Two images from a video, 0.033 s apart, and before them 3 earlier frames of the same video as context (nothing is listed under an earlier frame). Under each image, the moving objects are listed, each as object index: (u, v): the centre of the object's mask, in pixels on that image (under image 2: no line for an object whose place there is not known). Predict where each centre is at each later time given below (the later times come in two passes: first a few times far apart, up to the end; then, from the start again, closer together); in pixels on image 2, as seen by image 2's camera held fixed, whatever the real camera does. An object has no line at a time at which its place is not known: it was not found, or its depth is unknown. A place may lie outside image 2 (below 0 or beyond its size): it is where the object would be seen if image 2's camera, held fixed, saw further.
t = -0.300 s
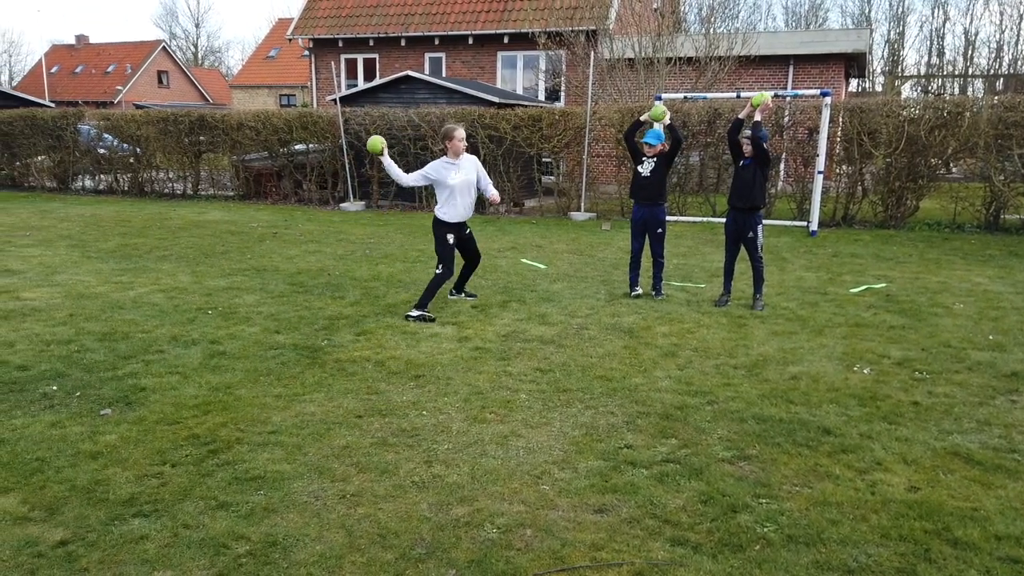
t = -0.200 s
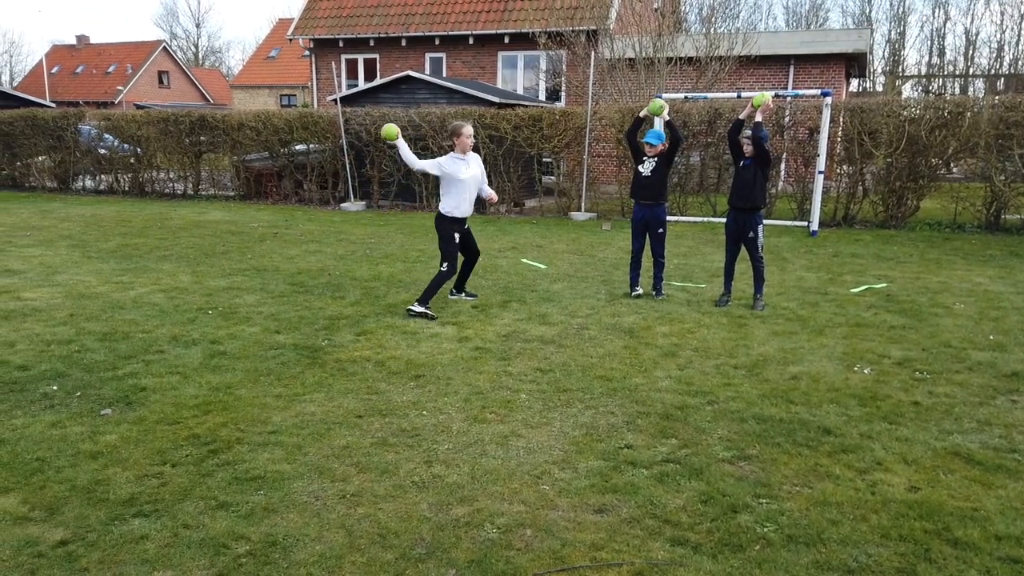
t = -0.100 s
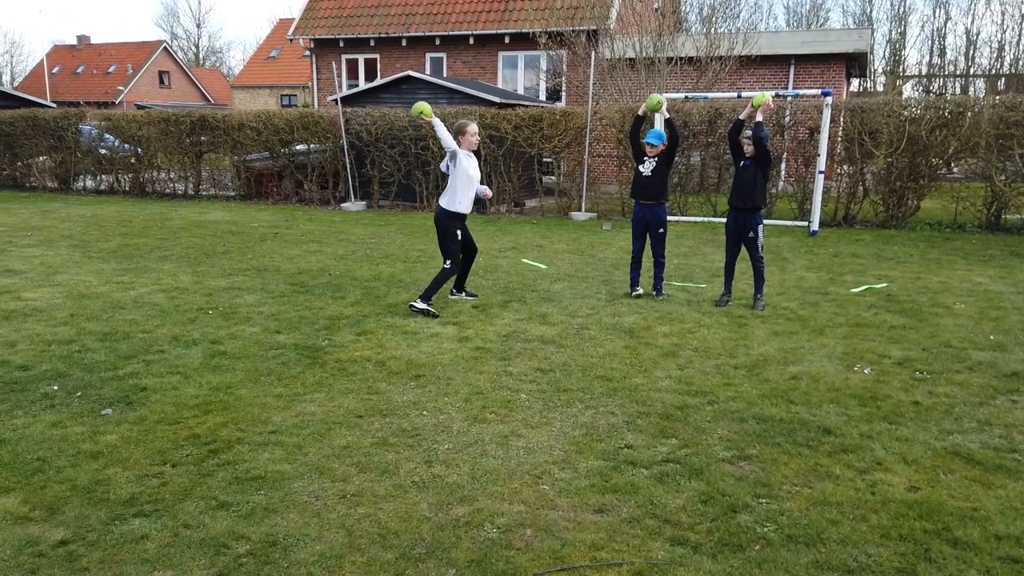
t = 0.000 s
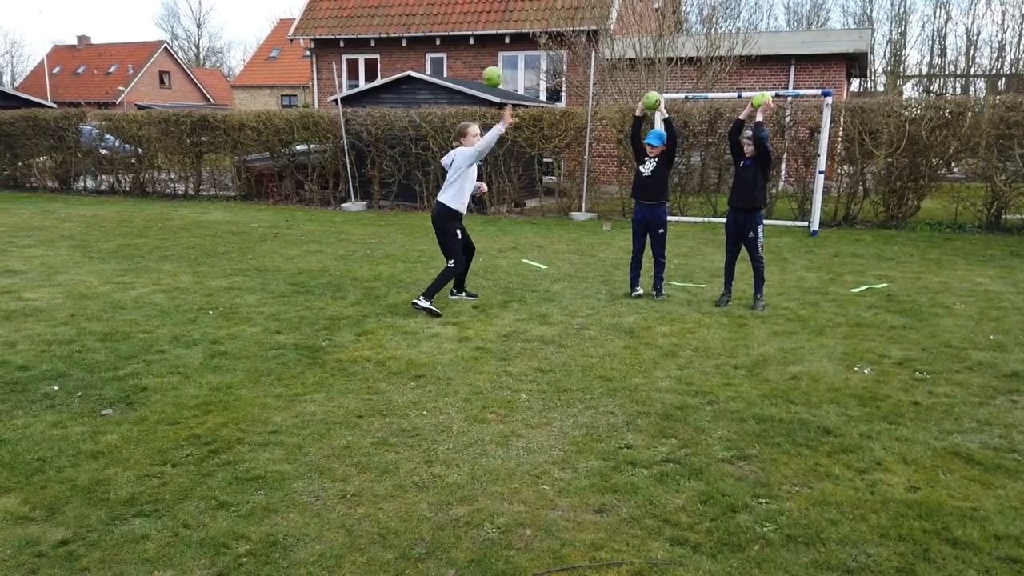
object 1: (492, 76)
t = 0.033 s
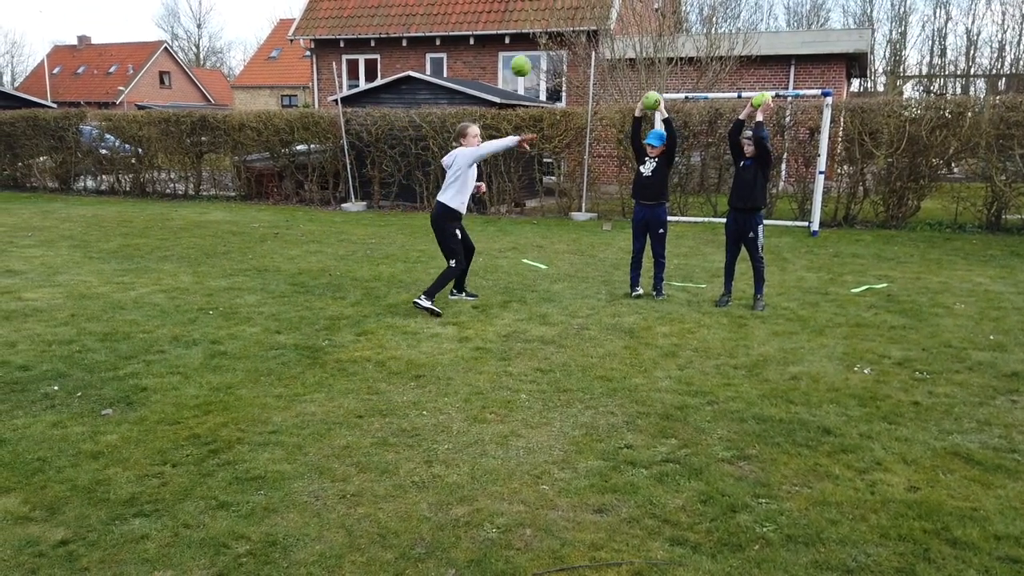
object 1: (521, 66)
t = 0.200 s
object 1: (666, 30)
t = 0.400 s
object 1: (853, 39)
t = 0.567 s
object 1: (1013, 93)
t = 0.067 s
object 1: (549, 56)
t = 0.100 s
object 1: (578, 47)
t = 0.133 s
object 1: (606, 41)
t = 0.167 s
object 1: (636, 35)
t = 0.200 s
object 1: (666, 30)
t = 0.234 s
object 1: (697, 28)
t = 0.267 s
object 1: (727, 27)
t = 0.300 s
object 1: (758, 28)
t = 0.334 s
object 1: (790, 30)
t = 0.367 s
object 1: (821, 34)
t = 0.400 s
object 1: (853, 39)
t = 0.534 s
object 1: (984, 79)
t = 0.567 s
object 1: (1013, 93)
